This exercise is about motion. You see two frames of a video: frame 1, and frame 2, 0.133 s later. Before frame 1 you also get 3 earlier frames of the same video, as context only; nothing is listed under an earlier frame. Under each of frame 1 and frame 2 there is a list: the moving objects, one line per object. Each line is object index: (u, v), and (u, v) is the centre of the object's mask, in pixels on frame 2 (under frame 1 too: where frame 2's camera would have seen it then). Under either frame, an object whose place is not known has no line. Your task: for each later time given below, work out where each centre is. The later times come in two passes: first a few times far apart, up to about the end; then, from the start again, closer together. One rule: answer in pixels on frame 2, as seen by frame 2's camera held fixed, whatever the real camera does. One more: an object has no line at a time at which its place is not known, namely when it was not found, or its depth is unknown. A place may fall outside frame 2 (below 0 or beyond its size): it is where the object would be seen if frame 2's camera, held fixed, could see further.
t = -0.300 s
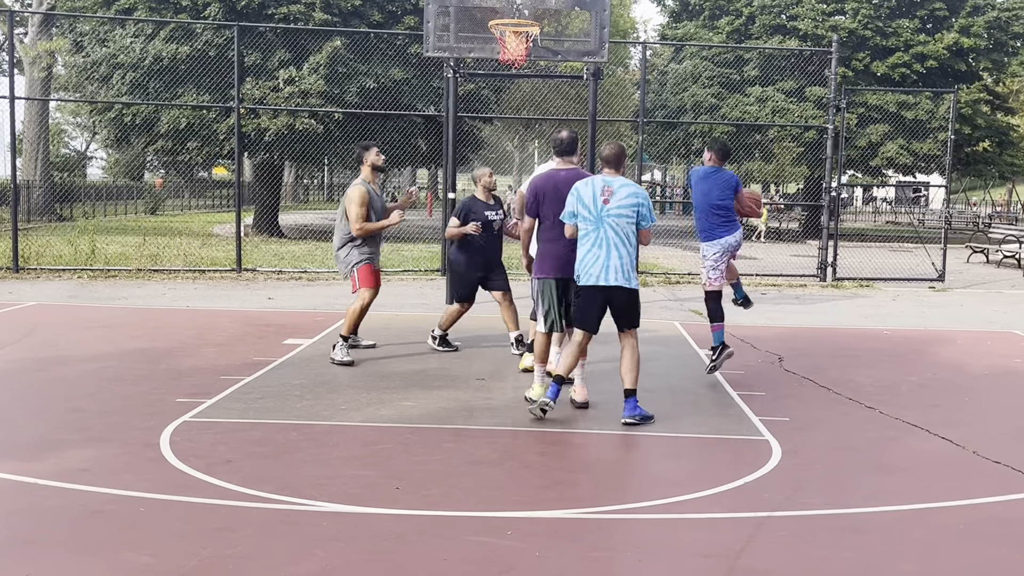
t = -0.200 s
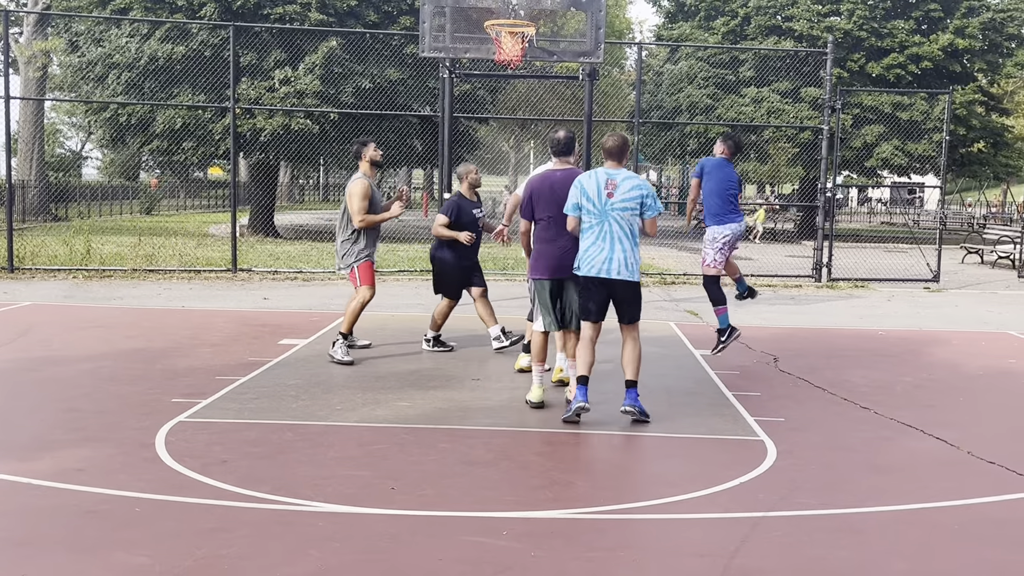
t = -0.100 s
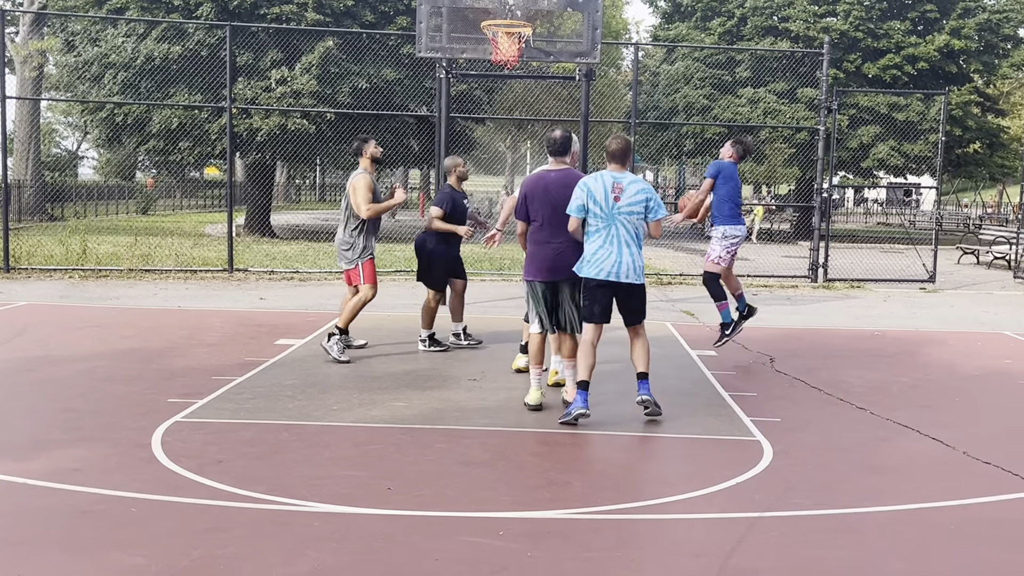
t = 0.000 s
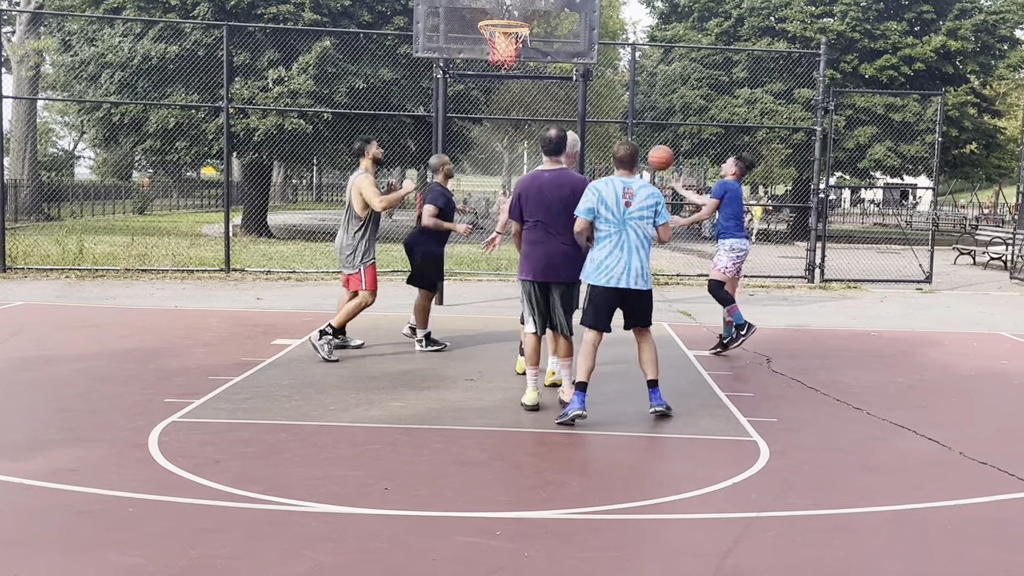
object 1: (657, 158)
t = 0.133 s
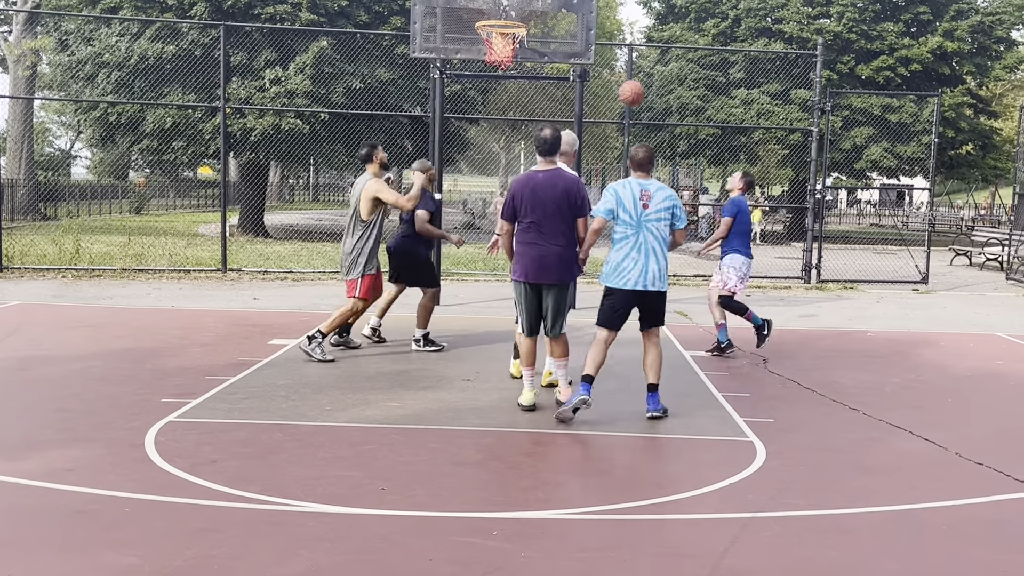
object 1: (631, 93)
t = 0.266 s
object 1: (606, 48)
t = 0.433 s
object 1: (575, 17)
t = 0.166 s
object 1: (624, 80)
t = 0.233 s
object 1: (612, 57)
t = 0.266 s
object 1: (606, 48)
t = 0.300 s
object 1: (599, 40)
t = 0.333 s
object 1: (593, 33)
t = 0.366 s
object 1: (586, 28)
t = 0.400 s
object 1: (580, 23)
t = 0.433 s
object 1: (575, 17)
